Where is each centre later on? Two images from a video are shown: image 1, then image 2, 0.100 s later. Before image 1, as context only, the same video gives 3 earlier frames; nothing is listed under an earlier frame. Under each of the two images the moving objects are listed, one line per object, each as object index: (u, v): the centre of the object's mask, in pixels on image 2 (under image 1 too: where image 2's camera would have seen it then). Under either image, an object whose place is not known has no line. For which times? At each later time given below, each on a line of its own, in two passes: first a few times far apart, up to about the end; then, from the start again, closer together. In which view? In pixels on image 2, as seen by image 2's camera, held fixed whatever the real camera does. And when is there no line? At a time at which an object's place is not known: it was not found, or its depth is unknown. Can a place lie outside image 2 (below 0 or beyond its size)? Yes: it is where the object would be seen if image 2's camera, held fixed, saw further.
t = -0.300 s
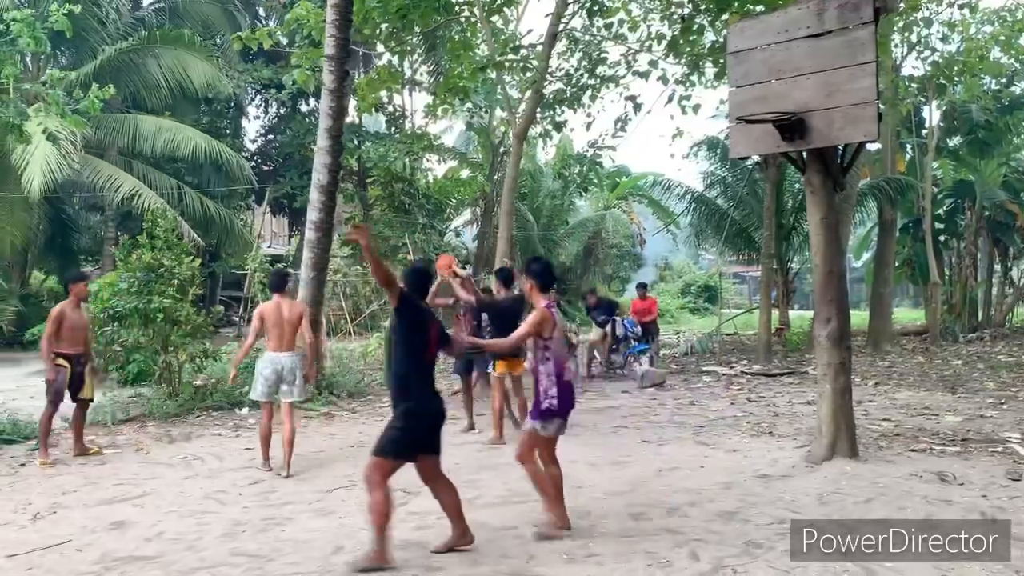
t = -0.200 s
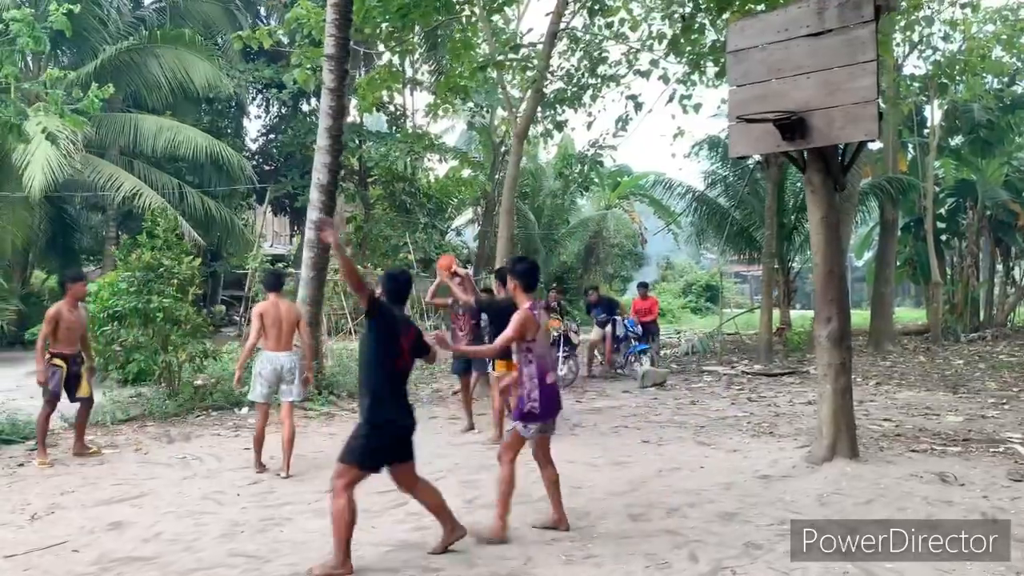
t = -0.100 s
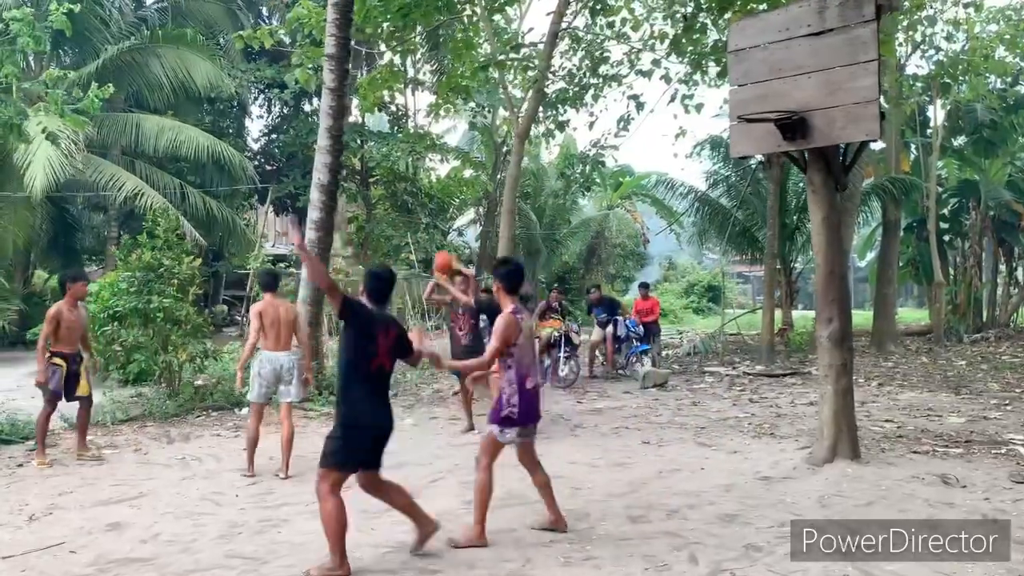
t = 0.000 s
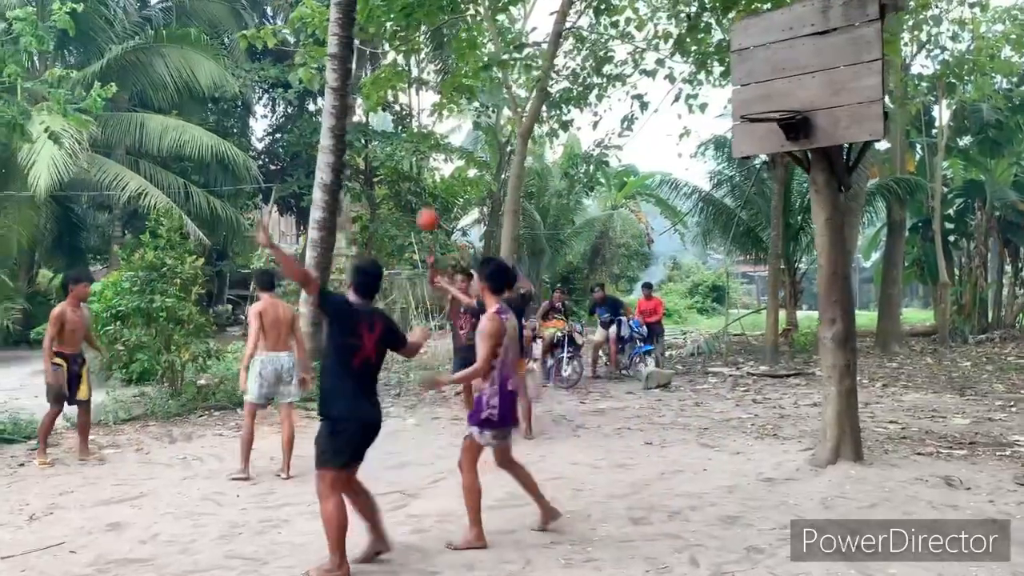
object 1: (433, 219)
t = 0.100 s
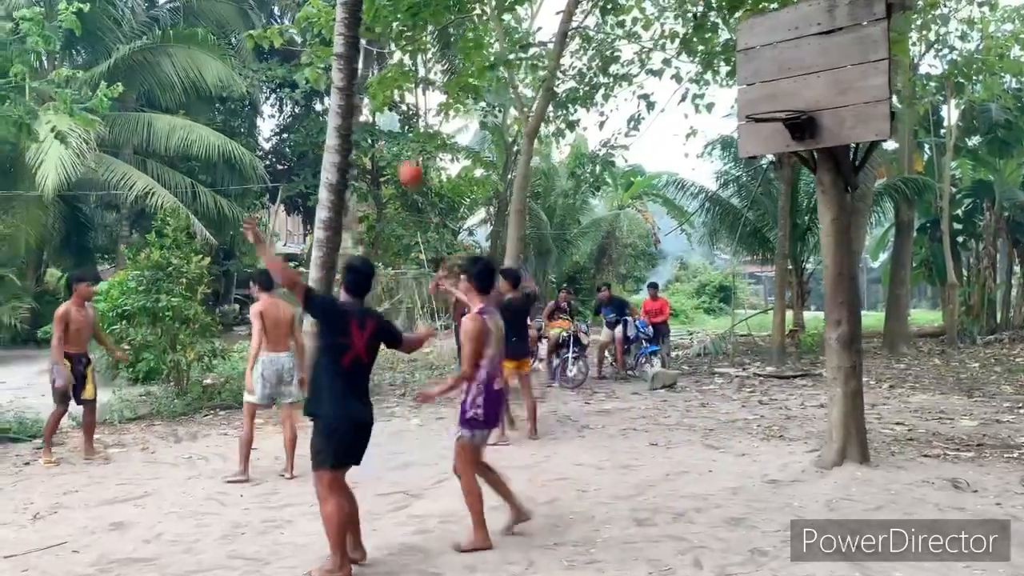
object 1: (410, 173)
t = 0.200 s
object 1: (387, 135)
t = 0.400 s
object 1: (326, 74)
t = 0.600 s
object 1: (244, 52)
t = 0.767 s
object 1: (153, 87)
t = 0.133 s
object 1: (402, 161)
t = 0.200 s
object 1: (387, 135)
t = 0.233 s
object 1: (378, 123)
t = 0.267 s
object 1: (366, 111)
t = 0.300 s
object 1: (357, 99)
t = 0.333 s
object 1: (346, 88)
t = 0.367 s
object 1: (337, 80)
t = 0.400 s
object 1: (326, 74)
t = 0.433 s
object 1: (313, 66)
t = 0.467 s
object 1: (302, 61)
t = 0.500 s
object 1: (289, 56)
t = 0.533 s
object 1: (275, 53)
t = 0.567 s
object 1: (261, 50)
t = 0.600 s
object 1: (244, 52)
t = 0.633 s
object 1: (229, 54)
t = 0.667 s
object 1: (212, 58)
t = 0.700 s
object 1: (194, 65)
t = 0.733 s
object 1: (174, 75)
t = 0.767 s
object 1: (153, 87)
